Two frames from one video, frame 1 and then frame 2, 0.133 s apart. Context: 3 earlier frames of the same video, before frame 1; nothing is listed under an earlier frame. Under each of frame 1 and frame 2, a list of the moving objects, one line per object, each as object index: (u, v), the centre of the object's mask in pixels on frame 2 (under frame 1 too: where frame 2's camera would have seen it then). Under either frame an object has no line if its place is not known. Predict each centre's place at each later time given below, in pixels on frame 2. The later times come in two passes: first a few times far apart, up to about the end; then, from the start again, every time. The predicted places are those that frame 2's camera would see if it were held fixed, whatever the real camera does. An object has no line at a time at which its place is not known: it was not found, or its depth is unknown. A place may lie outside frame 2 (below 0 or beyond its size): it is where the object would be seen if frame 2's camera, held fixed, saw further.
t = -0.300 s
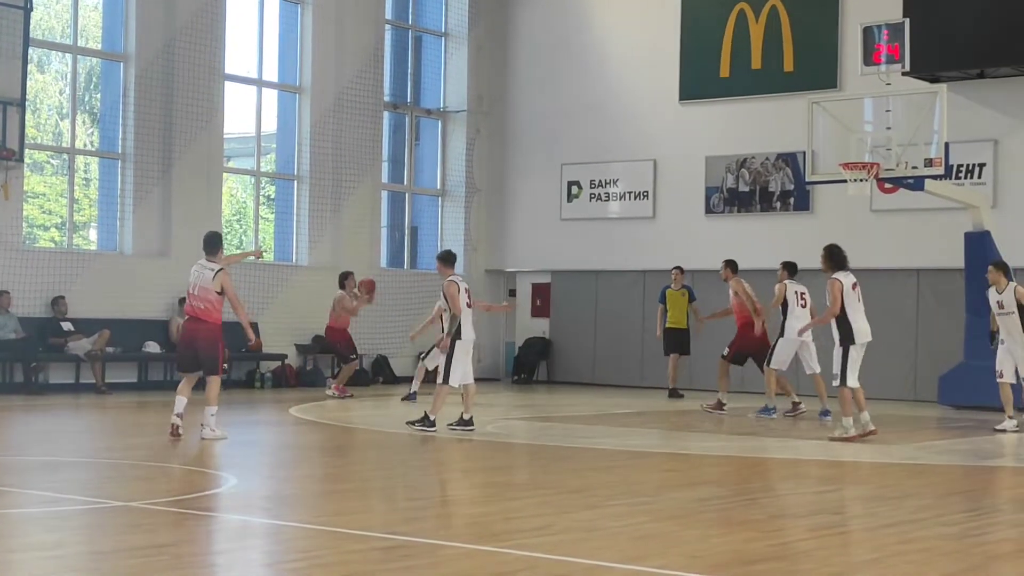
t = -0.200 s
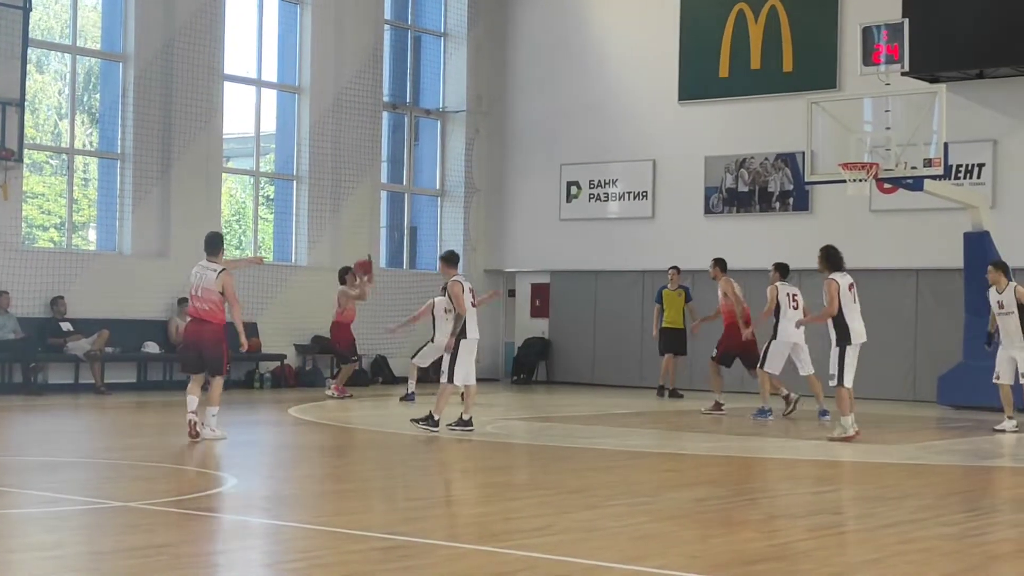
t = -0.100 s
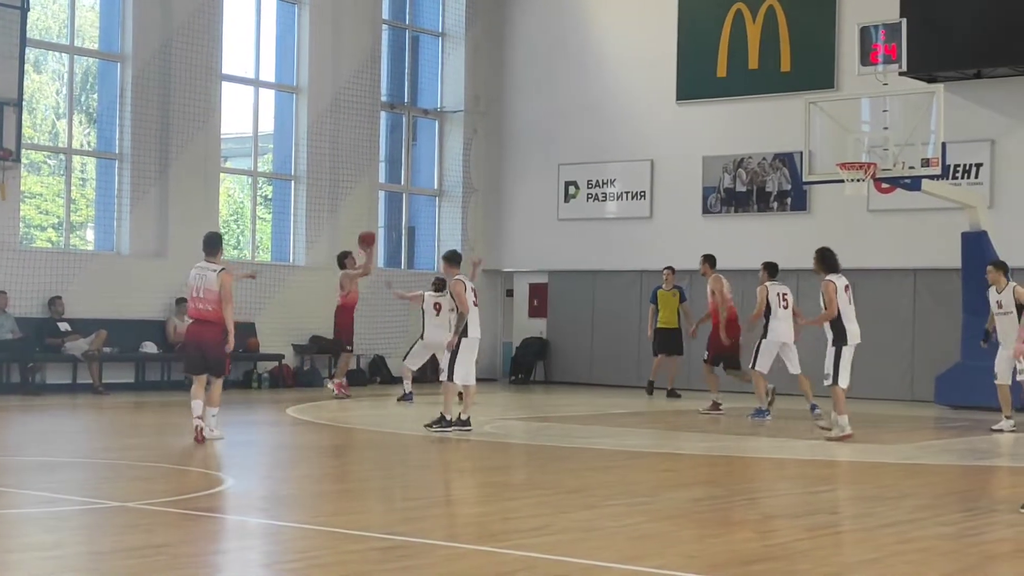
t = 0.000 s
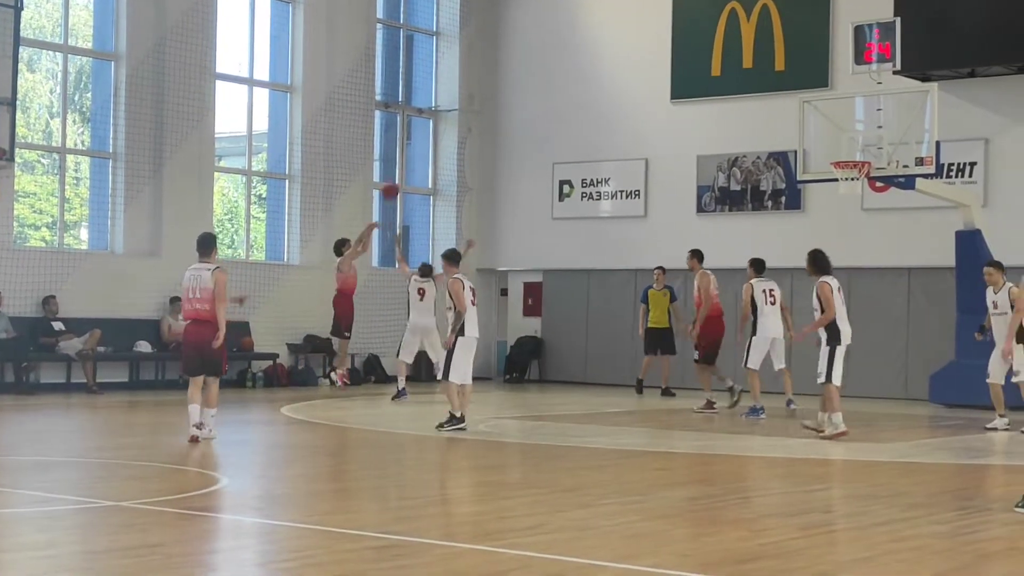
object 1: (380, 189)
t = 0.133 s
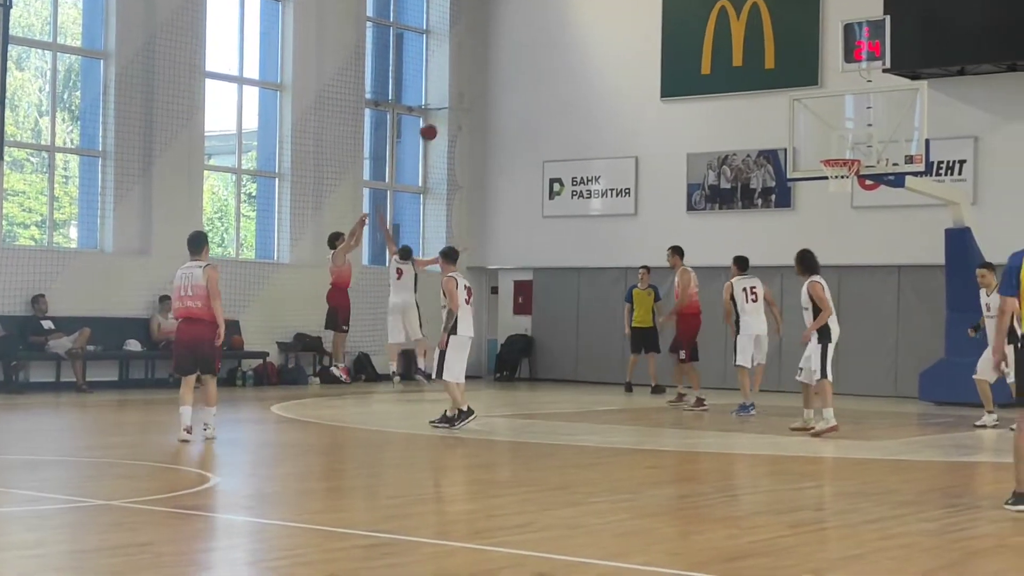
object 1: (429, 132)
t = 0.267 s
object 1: (476, 86)
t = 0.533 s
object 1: (573, 31)
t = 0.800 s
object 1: (670, 27)
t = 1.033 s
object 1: (759, 68)
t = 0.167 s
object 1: (441, 120)
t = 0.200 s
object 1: (452, 108)
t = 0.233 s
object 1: (464, 96)
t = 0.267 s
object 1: (476, 86)
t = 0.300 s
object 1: (489, 77)
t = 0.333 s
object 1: (500, 68)
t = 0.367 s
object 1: (512, 60)
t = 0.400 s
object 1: (524, 52)
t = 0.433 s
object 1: (536, 46)
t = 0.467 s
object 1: (548, 40)
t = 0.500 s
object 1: (560, 36)
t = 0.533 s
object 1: (573, 31)
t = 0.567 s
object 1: (585, 28)
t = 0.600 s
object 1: (597, 25)
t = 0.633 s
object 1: (609, 24)
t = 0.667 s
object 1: (621, 23)
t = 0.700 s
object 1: (633, 22)
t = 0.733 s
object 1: (646, 23)
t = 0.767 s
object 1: (658, 25)
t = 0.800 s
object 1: (670, 27)
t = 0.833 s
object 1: (683, 30)
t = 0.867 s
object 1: (694, 35)
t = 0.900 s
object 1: (708, 40)
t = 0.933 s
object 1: (721, 46)
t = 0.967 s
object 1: (733, 52)
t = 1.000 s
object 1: (746, 61)
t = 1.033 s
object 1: (759, 68)
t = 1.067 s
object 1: (772, 77)
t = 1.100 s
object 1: (785, 88)
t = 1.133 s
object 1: (798, 100)
